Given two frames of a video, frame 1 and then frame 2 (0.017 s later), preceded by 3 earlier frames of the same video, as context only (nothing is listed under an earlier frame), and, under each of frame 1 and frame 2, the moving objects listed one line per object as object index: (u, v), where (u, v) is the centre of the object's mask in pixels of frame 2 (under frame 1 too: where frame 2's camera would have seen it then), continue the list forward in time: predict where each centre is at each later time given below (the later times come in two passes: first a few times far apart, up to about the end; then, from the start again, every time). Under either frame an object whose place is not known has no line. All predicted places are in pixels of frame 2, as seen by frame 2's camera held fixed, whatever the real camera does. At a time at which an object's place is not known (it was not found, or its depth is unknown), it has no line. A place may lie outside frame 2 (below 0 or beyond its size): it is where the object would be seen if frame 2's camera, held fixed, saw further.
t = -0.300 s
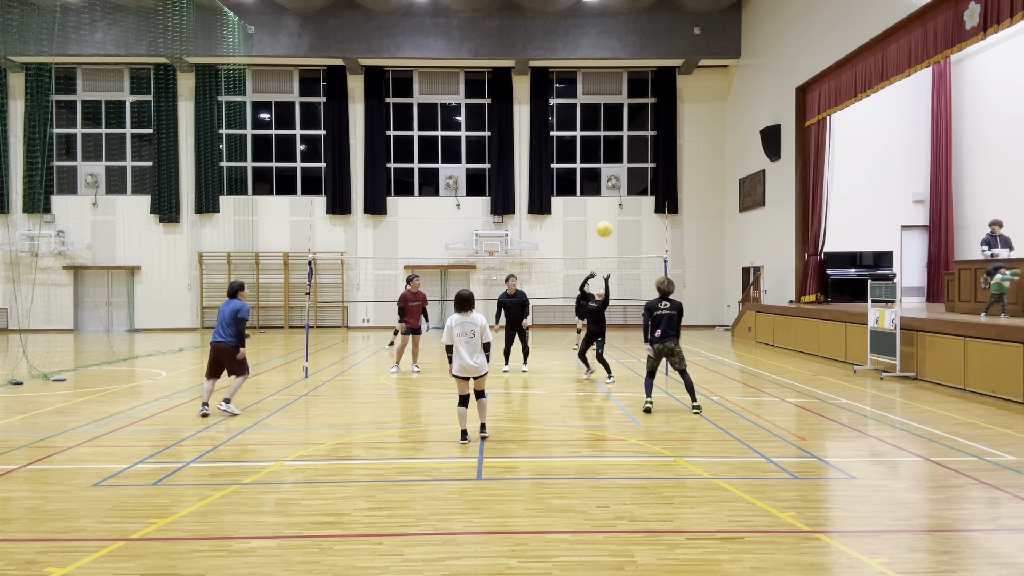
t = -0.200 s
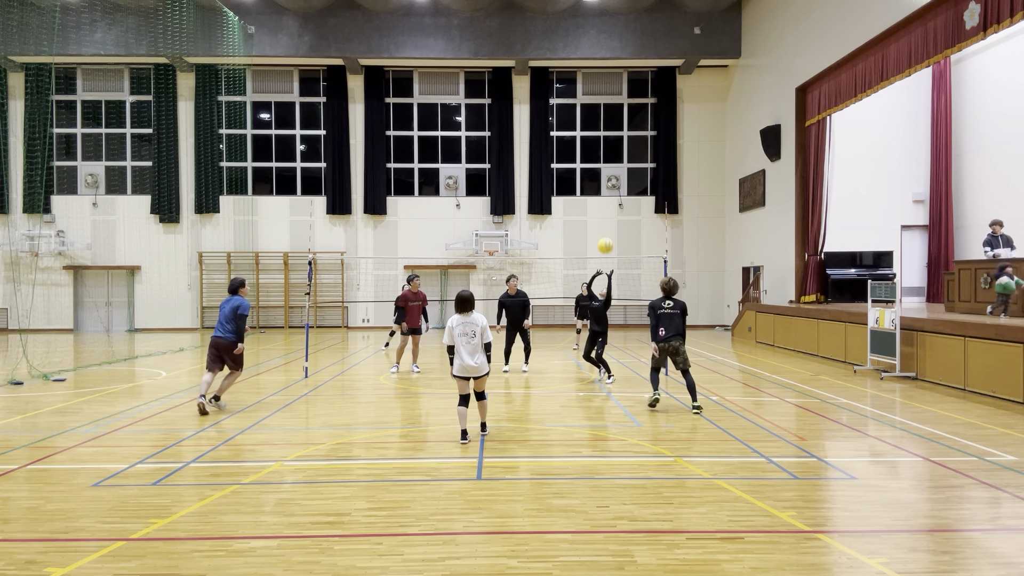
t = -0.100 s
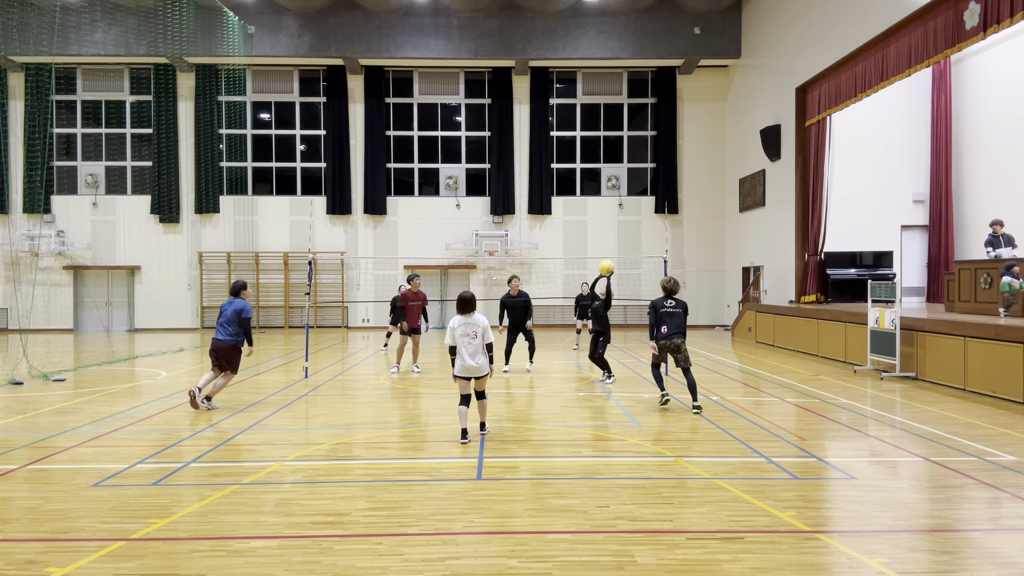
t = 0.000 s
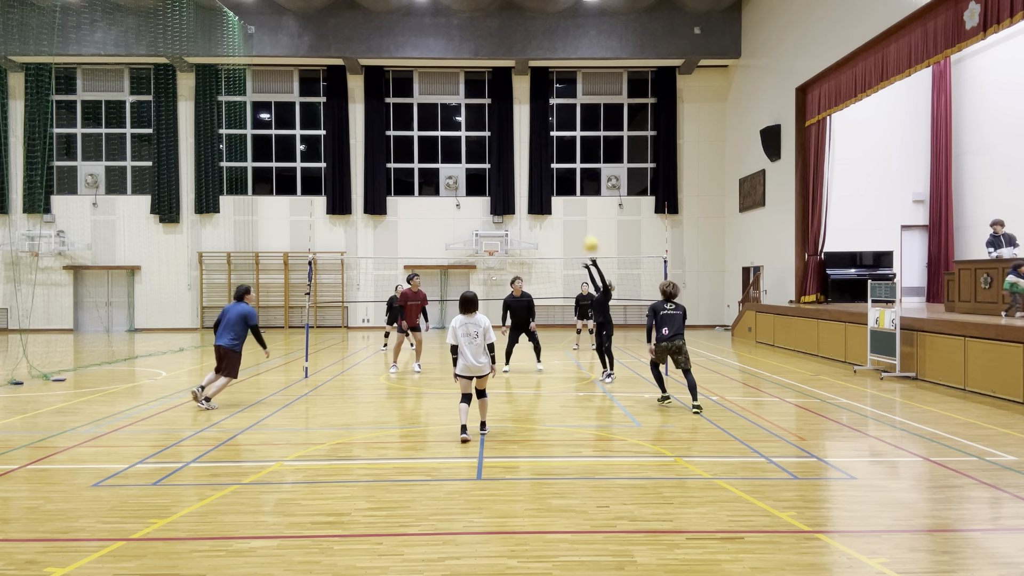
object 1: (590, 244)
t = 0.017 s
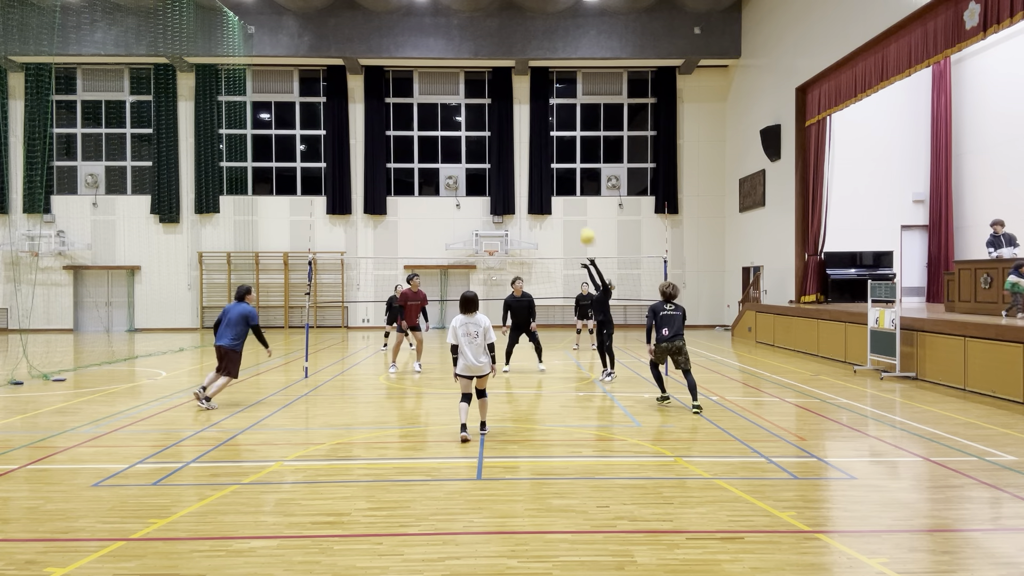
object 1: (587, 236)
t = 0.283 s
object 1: (531, 148)
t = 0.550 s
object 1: (475, 107)
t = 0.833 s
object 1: (422, 109)
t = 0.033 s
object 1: (583, 229)
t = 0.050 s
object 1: (579, 222)
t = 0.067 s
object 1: (576, 215)
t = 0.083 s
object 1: (572, 209)
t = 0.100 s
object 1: (569, 203)
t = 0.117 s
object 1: (565, 196)
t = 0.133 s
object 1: (562, 190)
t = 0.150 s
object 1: (559, 186)
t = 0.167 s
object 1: (555, 180)
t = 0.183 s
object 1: (552, 175)
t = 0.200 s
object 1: (548, 170)
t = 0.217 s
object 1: (545, 165)
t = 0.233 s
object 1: (541, 161)
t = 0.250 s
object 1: (538, 156)
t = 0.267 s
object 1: (534, 152)
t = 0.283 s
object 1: (531, 148)
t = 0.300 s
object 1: (528, 144)
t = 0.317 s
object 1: (524, 140)
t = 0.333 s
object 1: (519, 136)
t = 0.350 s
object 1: (516, 133)
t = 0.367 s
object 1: (512, 130)
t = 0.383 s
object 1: (509, 127)
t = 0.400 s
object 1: (505, 125)
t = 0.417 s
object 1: (502, 122)
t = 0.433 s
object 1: (499, 119)
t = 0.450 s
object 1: (496, 117)
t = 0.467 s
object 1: (492, 115)
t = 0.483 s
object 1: (489, 113)
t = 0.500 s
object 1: (485, 111)
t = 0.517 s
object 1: (482, 110)
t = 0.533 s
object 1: (478, 108)
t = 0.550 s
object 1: (475, 107)
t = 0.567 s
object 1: (473, 106)
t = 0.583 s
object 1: (469, 104)
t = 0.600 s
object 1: (466, 103)
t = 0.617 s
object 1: (462, 103)
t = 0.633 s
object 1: (460, 102)
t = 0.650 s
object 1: (456, 102)
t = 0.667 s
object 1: (453, 102)
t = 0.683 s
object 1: (450, 102)
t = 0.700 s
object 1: (447, 102)
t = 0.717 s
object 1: (443, 102)
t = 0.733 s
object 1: (440, 103)
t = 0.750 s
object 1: (437, 103)
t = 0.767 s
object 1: (434, 104)
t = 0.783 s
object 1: (431, 105)
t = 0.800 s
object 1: (428, 106)
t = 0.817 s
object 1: (425, 107)
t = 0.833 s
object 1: (422, 109)
